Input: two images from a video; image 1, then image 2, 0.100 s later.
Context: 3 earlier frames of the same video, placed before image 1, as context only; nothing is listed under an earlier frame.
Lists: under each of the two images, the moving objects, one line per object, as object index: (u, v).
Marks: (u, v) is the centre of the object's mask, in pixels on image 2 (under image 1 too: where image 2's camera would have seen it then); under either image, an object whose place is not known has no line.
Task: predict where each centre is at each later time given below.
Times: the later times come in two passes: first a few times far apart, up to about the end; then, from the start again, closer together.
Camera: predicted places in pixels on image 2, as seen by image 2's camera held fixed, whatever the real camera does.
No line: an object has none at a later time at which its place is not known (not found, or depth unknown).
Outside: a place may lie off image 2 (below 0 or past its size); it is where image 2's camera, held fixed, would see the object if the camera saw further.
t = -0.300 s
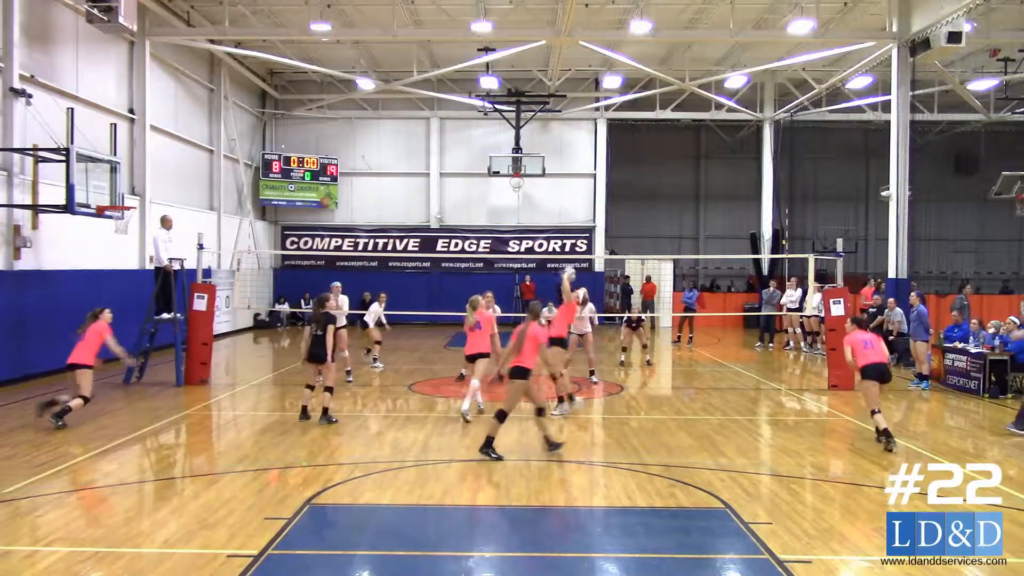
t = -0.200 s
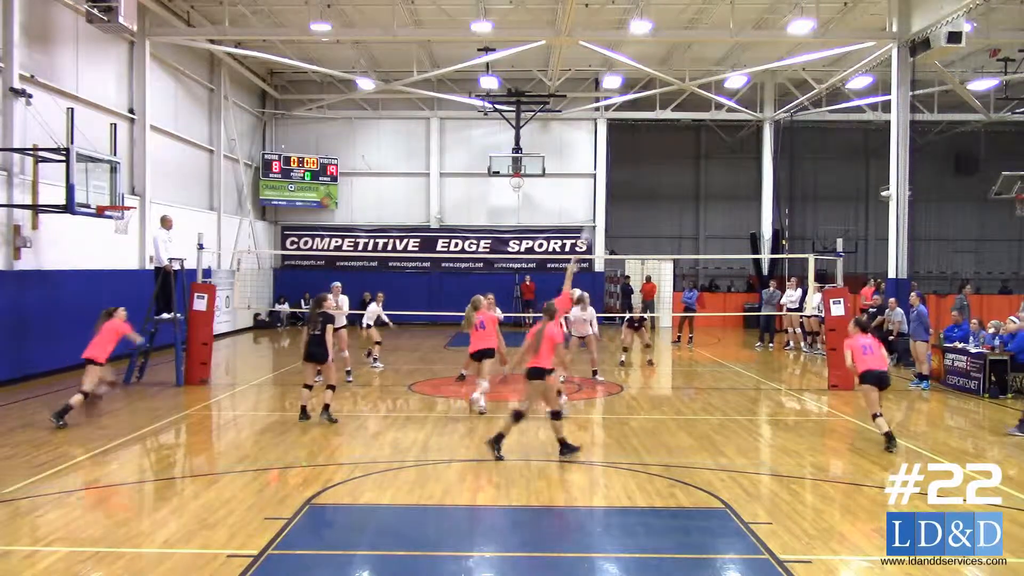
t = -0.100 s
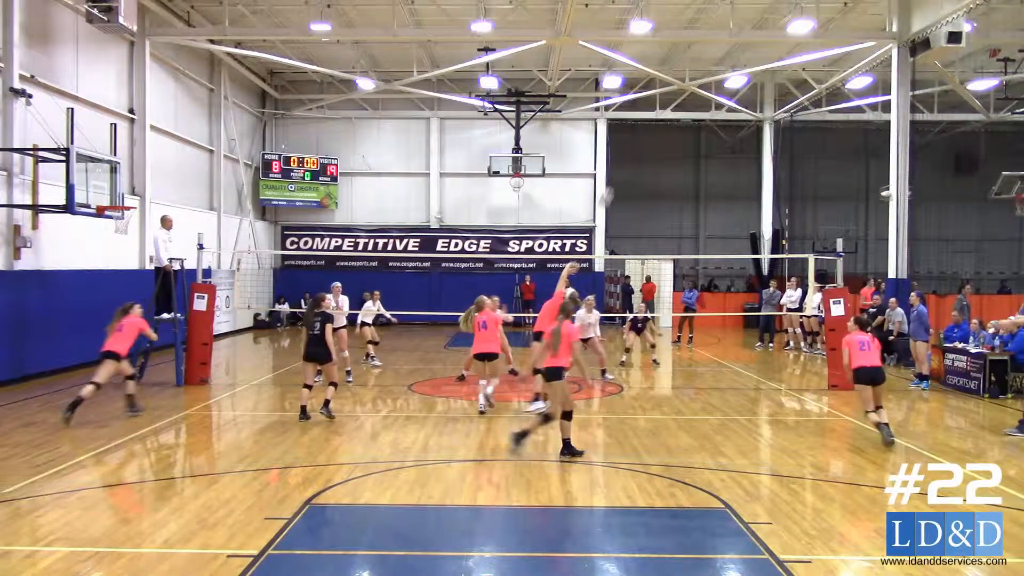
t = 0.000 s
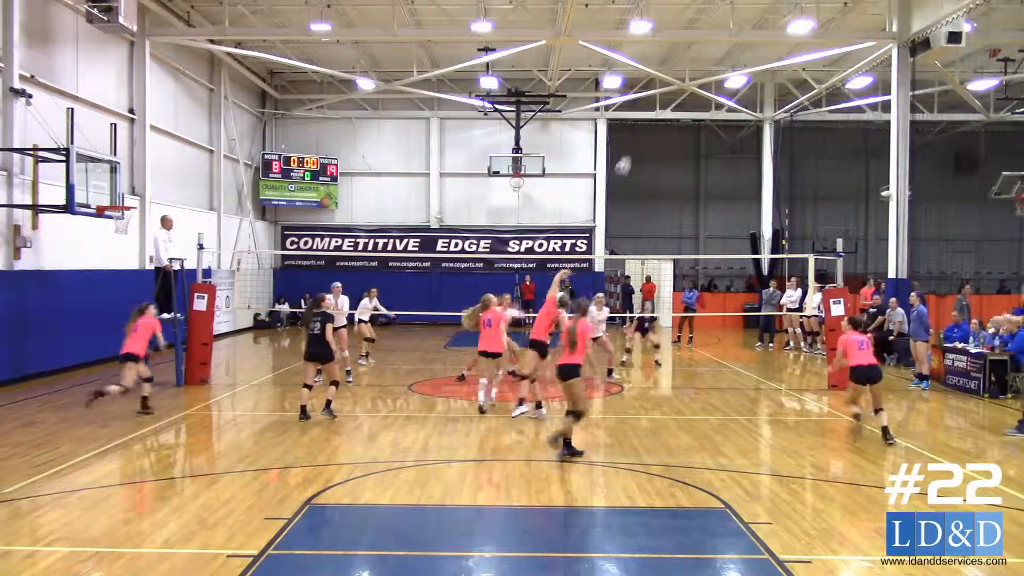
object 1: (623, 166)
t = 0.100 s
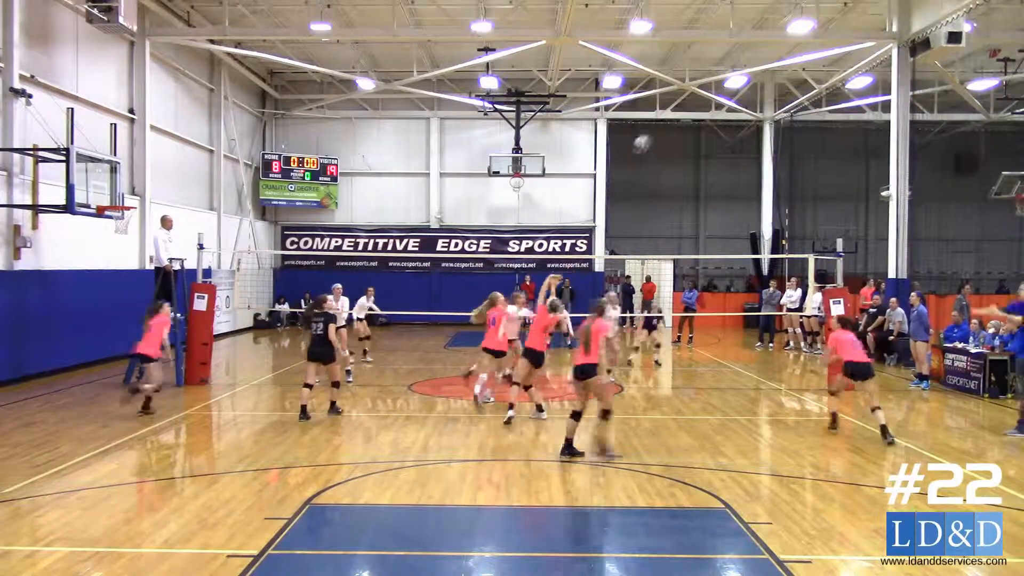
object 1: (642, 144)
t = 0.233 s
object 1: (665, 124)
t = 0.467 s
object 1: (703, 118)
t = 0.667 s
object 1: (736, 142)
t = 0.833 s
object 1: (760, 179)
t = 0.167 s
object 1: (654, 132)
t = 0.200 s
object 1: (659, 127)
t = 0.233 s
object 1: (665, 124)
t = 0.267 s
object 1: (671, 121)
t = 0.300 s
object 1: (676, 118)
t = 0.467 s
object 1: (703, 118)
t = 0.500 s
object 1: (710, 120)
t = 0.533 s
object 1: (715, 123)
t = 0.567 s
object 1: (721, 127)
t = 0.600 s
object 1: (725, 130)
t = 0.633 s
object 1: (731, 136)
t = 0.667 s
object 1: (736, 142)
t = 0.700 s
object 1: (741, 147)
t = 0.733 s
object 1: (746, 155)
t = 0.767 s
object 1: (751, 162)
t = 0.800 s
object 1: (755, 171)
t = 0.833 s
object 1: (760, 179)
